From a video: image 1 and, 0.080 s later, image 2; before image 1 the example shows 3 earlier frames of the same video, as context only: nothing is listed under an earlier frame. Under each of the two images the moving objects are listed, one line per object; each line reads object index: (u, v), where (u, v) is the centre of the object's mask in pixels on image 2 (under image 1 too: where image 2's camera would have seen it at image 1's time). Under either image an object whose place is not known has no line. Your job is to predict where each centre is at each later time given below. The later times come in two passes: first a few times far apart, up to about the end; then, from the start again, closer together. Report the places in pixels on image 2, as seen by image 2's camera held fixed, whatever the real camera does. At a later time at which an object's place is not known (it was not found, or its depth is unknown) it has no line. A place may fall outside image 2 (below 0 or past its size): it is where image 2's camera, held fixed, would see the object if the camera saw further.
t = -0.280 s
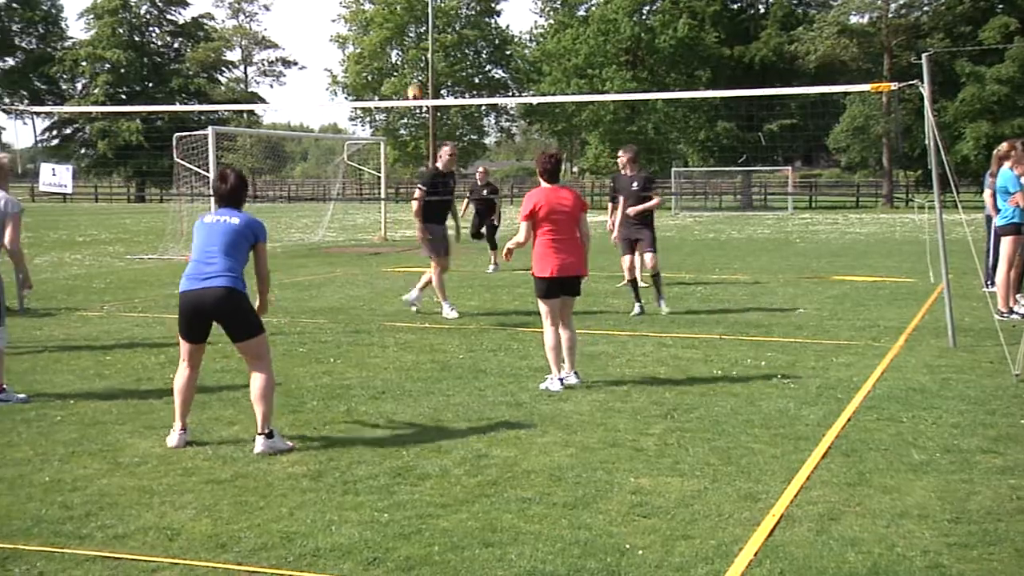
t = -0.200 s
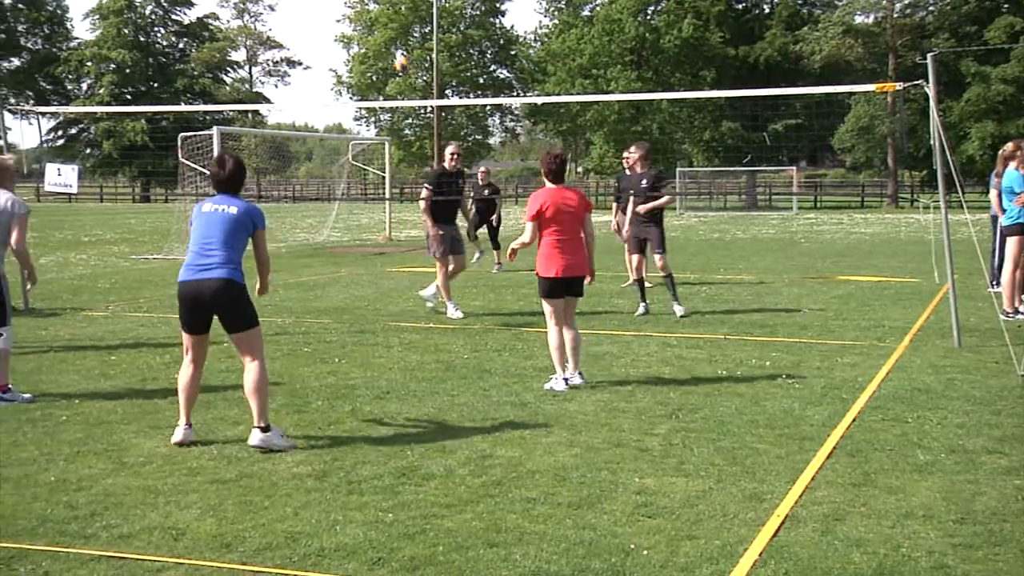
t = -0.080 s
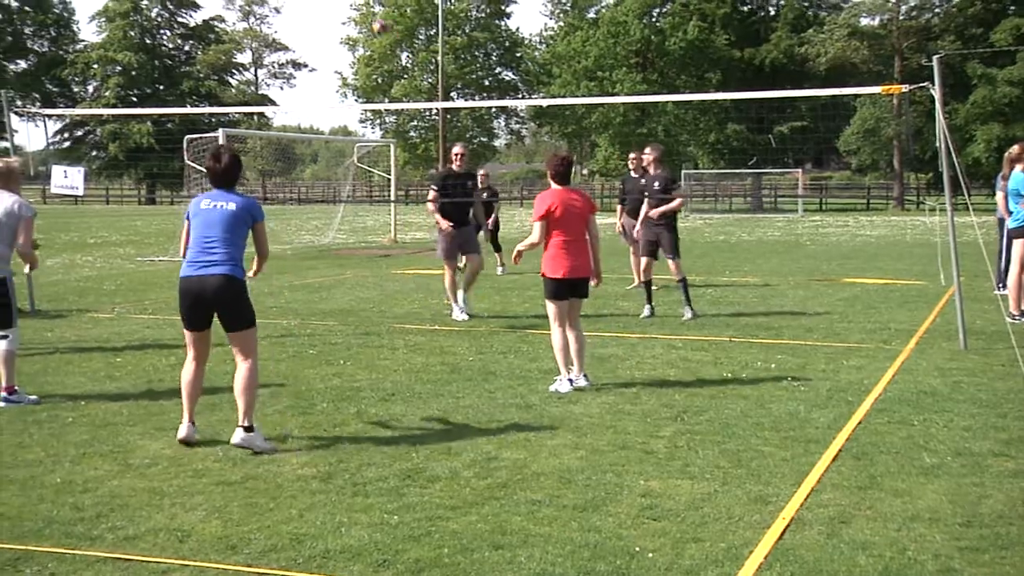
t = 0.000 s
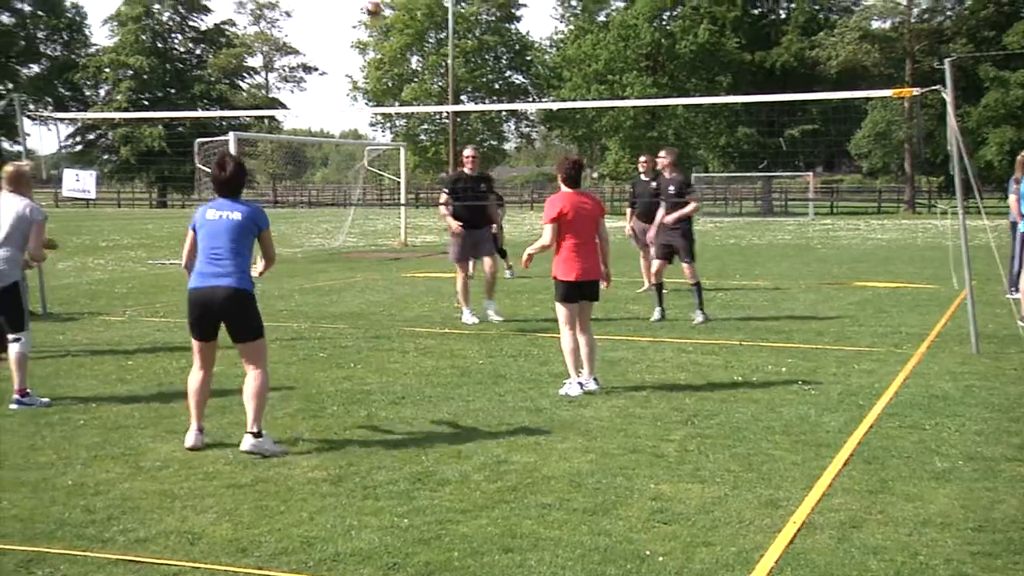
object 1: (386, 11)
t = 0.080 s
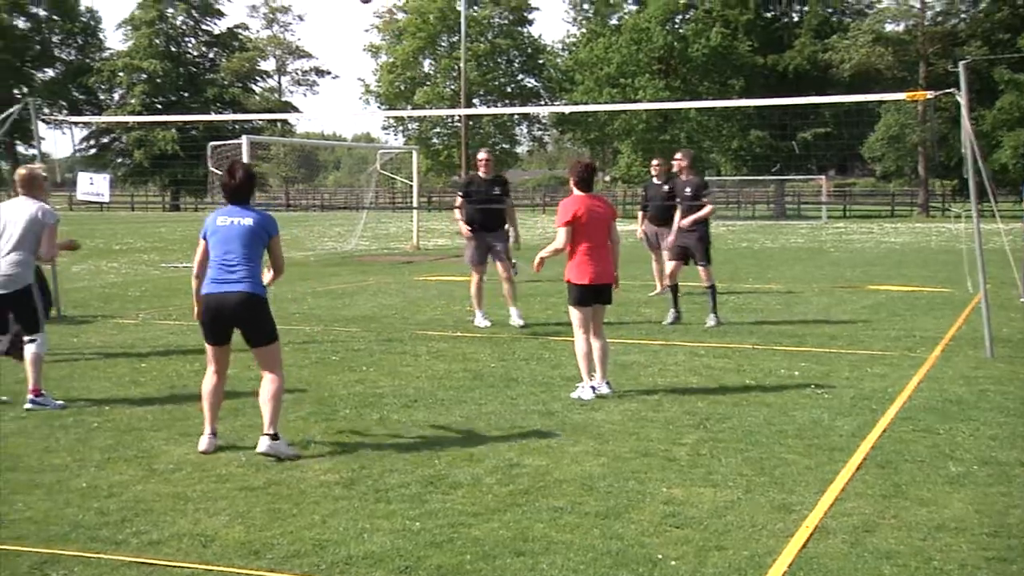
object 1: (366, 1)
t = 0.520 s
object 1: (238, -16)
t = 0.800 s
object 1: (139, 89)
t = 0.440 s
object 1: (264, -24)
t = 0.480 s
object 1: (251, -23)
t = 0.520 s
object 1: (238, -16)
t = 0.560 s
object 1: (225, -7)
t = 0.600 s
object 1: (213, 4)
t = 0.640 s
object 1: (197, 15)
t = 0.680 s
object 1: (182, 28)
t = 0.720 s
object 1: (167, 48)
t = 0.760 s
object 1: (152, 67)
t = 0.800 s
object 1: (139, 89)
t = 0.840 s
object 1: (123, 116)
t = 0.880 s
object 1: (106, 144)
